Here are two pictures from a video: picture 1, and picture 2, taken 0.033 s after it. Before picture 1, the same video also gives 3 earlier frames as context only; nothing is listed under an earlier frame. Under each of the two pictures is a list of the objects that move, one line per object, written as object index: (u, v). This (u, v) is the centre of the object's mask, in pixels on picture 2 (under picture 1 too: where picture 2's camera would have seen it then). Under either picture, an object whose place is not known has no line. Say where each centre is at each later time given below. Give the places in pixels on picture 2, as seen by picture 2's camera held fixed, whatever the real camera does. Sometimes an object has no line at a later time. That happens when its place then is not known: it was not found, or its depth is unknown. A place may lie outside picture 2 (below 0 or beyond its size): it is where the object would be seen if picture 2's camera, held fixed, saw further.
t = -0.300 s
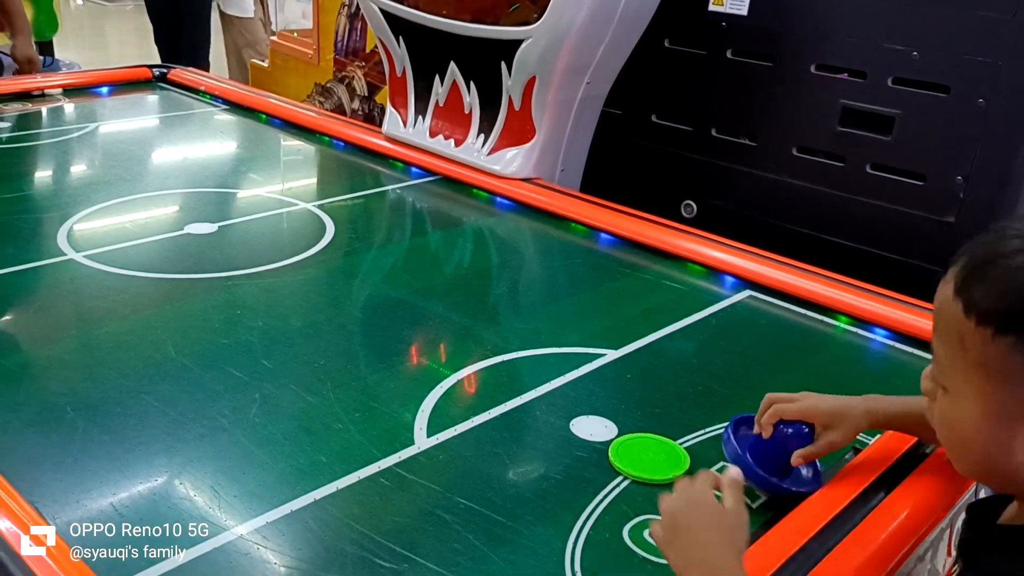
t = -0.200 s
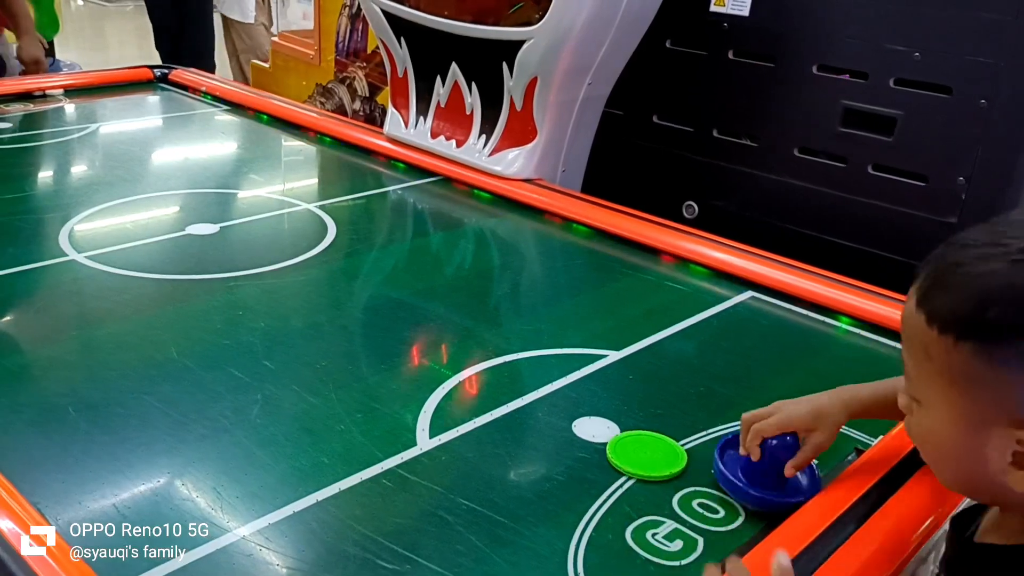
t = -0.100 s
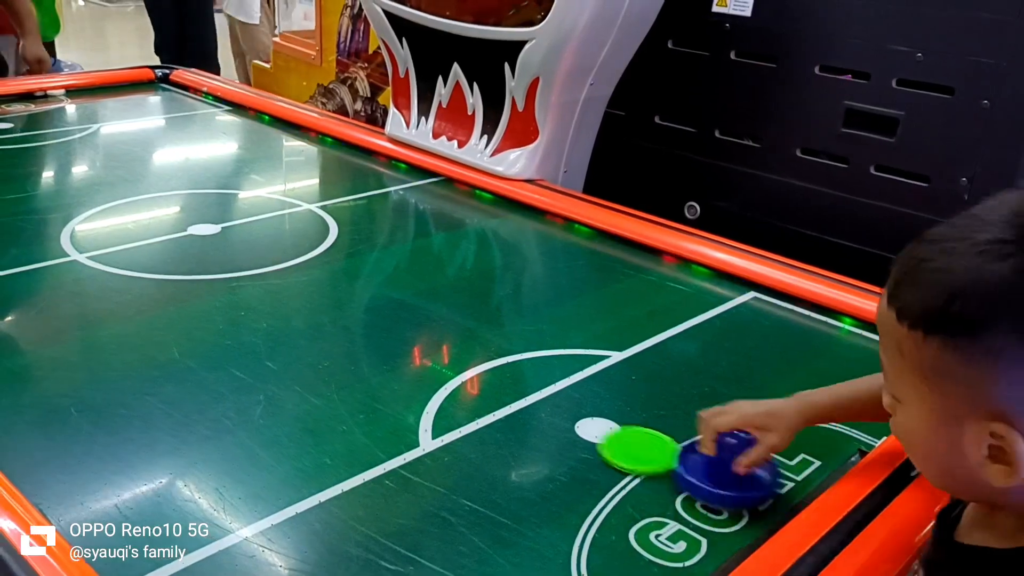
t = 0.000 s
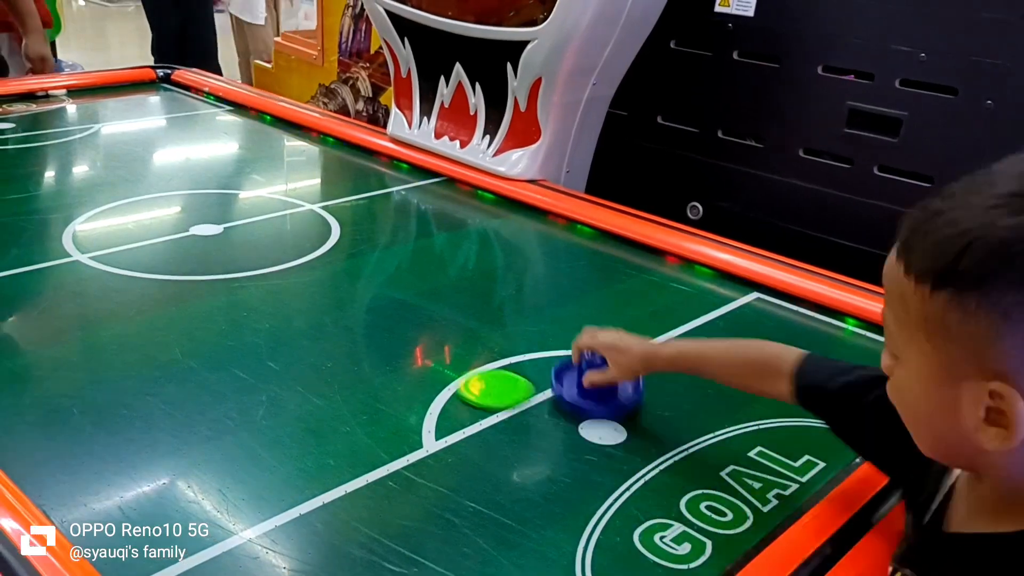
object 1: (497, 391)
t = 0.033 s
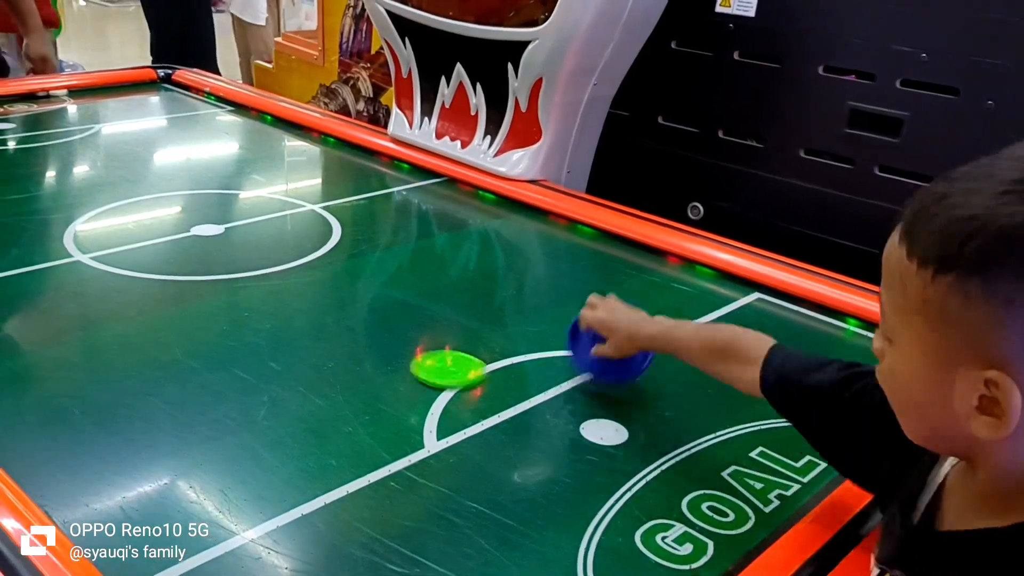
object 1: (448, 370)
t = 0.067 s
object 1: (405, 351)
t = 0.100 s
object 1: (364, 334)
